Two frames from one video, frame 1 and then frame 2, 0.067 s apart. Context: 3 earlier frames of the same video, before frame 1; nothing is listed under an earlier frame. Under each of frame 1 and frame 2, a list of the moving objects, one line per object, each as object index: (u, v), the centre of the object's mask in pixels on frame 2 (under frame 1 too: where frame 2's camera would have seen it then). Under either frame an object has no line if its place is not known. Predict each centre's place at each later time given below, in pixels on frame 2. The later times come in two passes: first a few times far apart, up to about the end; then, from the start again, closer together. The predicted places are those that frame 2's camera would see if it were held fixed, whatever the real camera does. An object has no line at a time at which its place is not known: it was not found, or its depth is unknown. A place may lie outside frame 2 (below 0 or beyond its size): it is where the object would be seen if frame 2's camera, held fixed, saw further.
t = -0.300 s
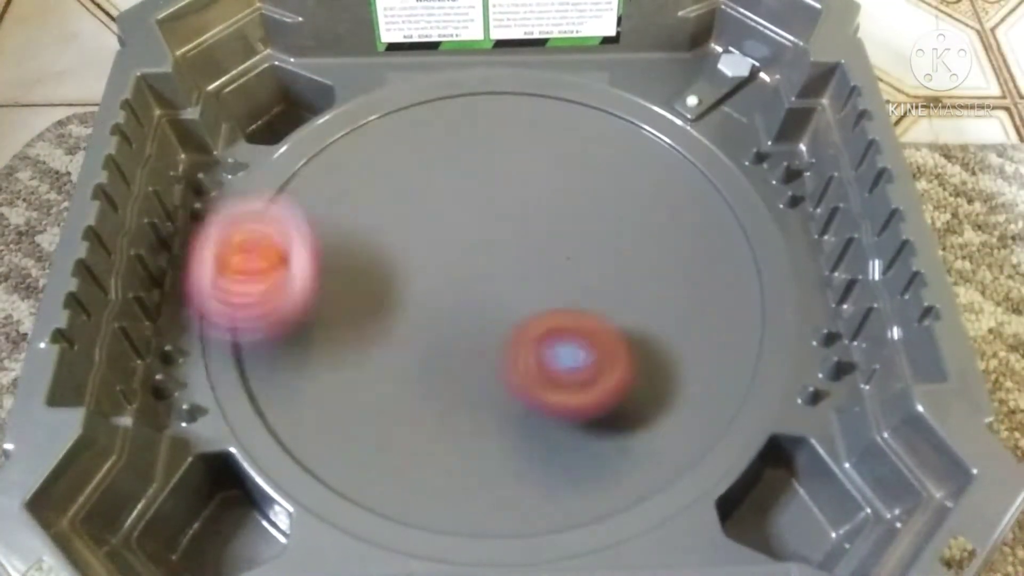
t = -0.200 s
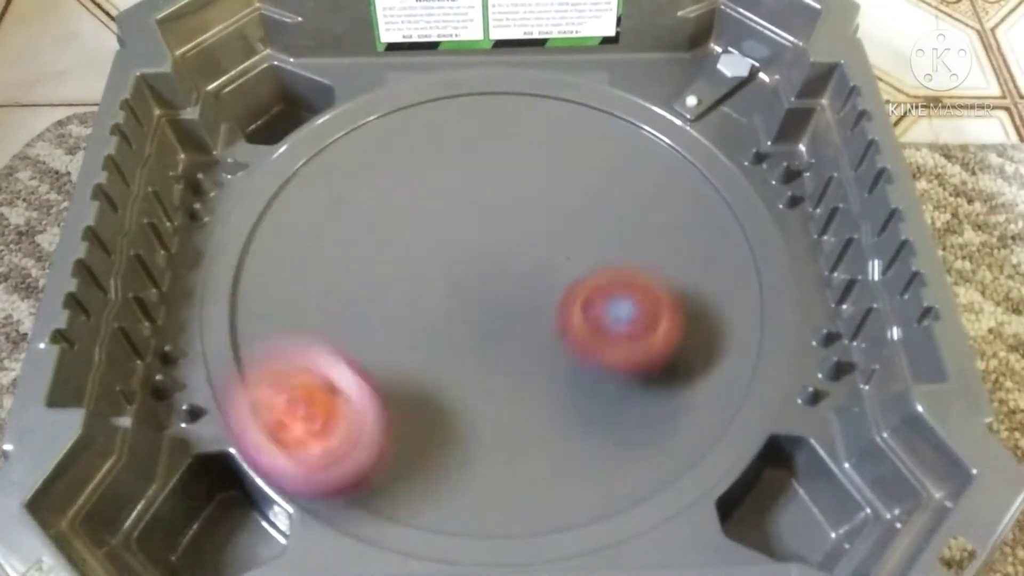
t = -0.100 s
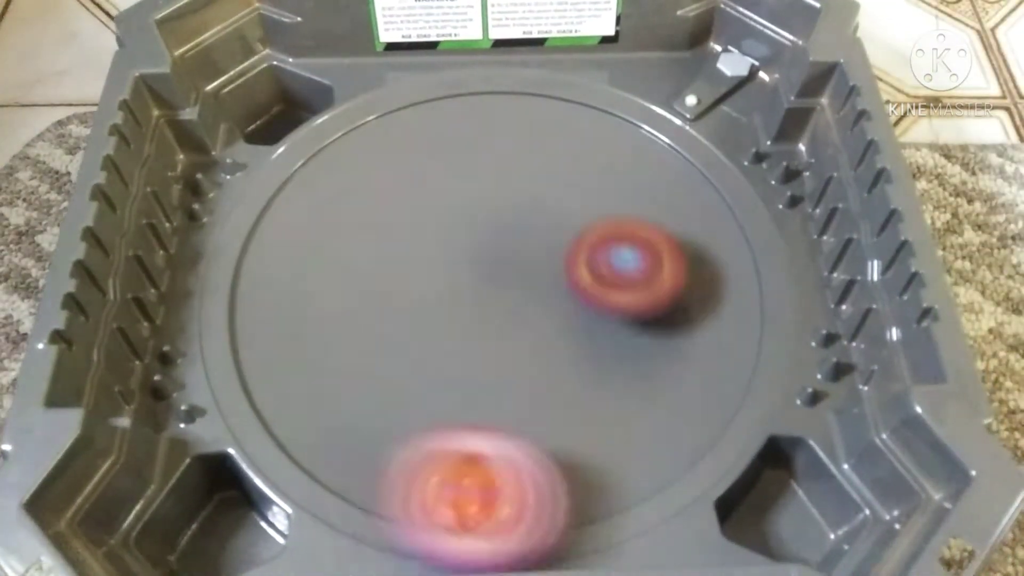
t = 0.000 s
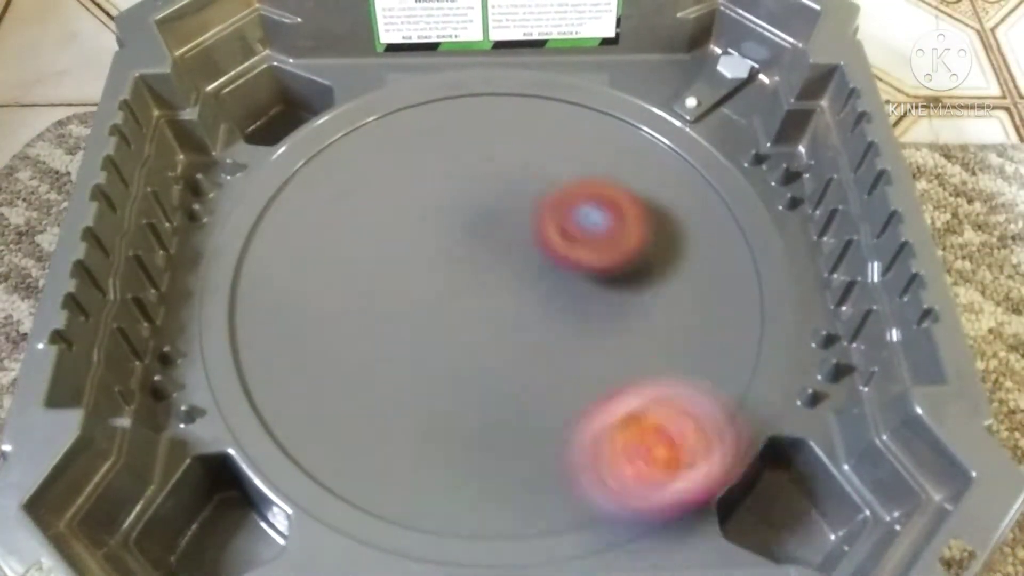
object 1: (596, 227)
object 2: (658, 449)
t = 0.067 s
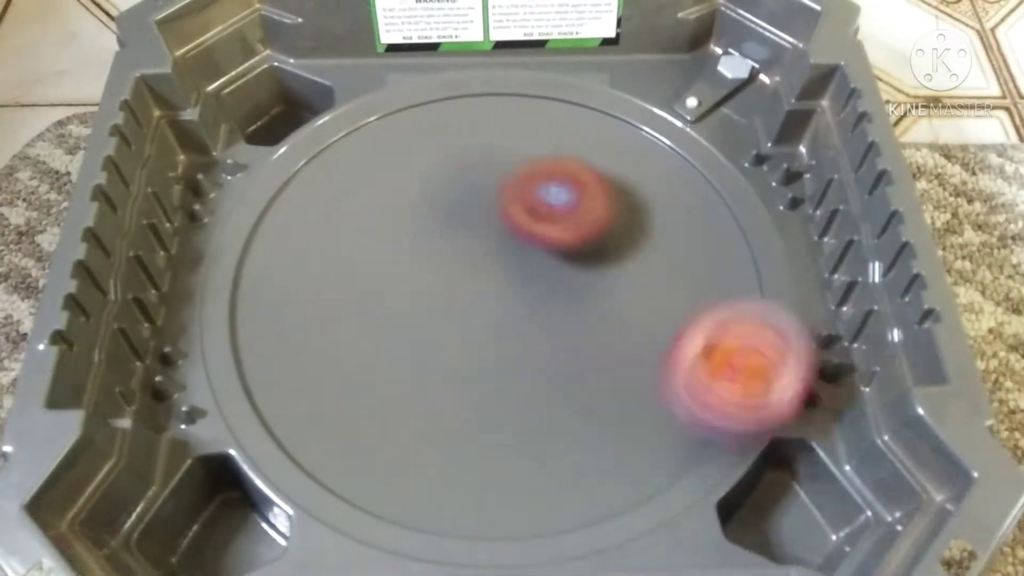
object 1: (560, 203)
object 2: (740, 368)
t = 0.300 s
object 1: (407, 216)
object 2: (614, 97)
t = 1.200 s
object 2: (675, 166)
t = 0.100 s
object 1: (536, 194)
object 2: (756, 321)
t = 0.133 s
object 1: (514, 188)
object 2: (757, 273)
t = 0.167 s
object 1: (493, 186)
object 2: (748, 227)
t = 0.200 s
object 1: (468, 187)
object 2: (728, 184)
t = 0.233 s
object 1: (445, 193)
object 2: (698, 149)
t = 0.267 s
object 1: (425, 202)
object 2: (660, 120)
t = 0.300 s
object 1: (407, 216)
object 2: (614, 97)
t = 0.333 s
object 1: (394, 230)
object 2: (570, 82)
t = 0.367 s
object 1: (385, 248)
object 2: (522, 75)
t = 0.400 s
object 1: (384, 264)
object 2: (473, 76)
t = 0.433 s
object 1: (387, 285)
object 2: (423, 85)
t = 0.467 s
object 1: (396, 302)
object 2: (382, 98)
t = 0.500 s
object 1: (409, 317)
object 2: (341, 123)
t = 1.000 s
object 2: (711, 371)
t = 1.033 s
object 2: (726, 335)
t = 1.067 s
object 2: (732, 297)
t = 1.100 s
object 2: (729, 257)
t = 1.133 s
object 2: (717, 225)
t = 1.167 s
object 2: (700, 194)
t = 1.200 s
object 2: (675, 166)
